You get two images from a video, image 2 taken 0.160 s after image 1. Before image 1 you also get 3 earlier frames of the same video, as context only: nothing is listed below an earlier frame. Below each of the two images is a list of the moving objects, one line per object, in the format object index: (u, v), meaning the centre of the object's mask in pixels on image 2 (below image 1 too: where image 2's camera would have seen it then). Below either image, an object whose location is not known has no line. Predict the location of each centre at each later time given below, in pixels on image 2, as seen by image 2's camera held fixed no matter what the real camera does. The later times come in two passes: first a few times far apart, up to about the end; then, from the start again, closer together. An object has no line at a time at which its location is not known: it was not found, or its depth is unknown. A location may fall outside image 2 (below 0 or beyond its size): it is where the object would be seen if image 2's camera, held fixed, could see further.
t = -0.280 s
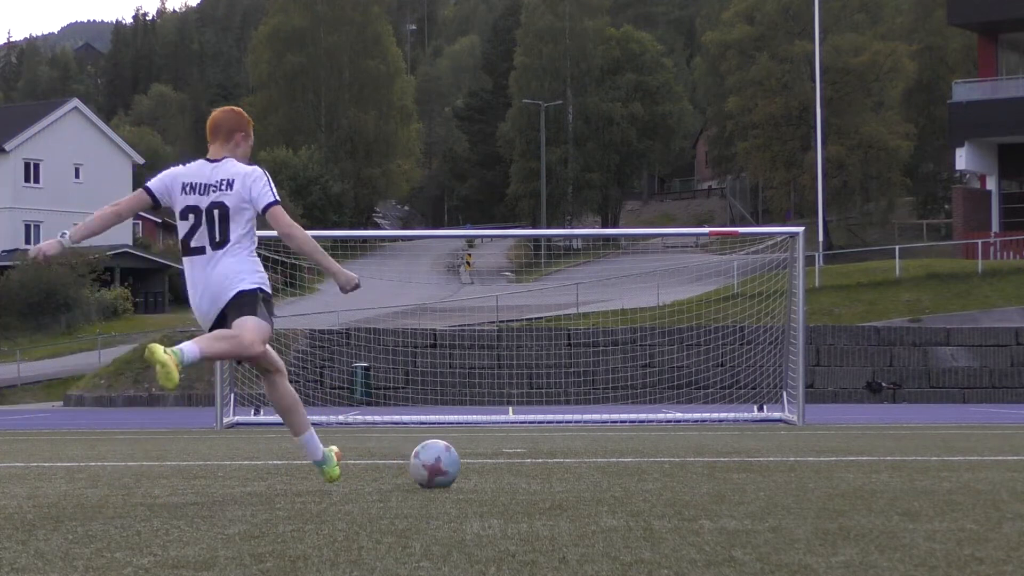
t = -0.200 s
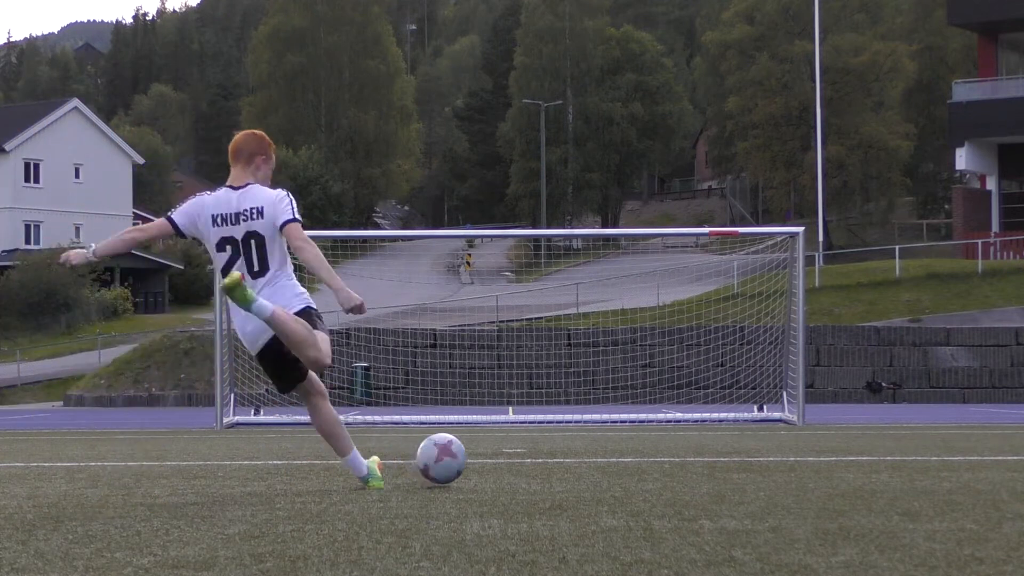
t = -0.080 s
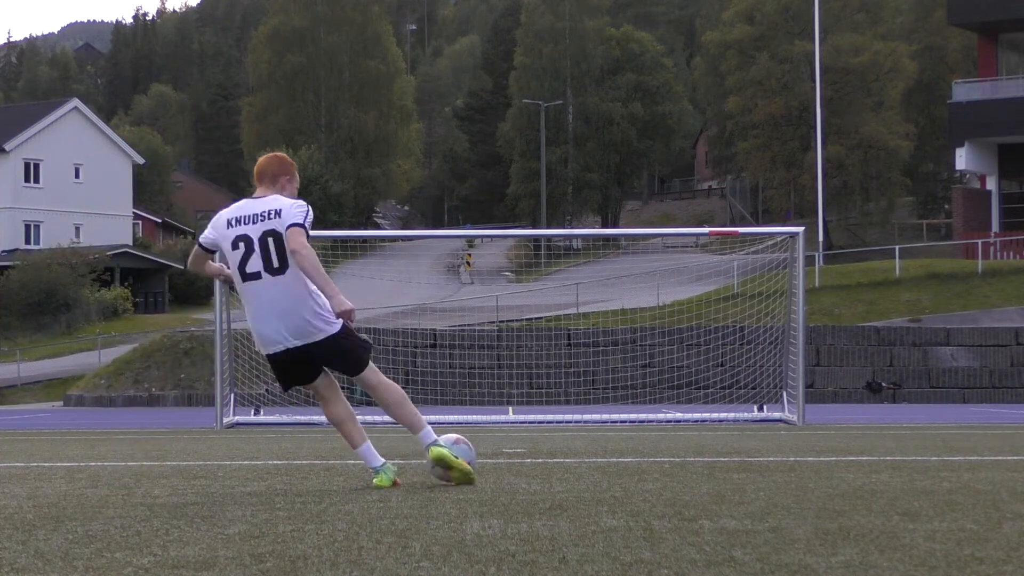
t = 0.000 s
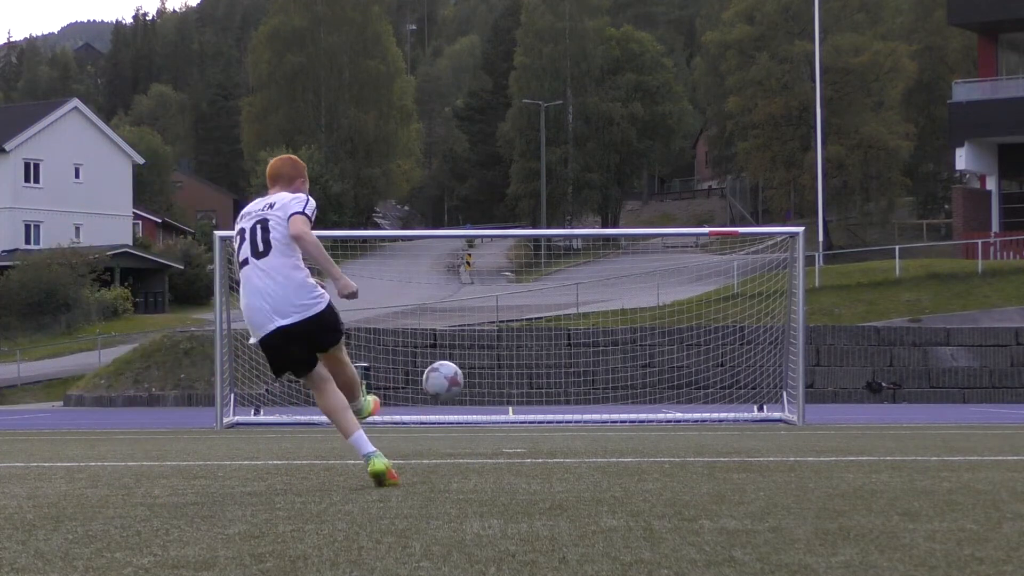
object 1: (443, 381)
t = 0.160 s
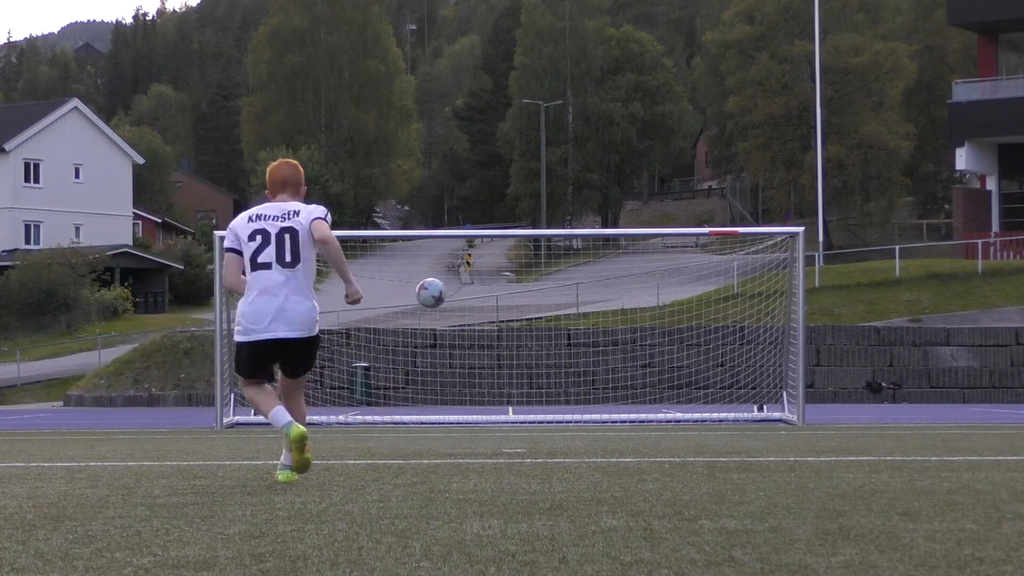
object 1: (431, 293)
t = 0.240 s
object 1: (428, 267)
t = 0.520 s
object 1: (409, 225)
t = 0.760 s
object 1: (395, 193)
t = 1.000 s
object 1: (383, 73)
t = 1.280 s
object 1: (371, 15)
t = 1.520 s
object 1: (362, 17)
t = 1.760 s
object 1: (354, 55)
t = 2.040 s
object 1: (345, 135)
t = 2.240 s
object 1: (339, 212)
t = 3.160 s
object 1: (322, 266)
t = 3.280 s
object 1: (321, 256)
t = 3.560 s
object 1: (318, 258)
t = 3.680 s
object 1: (317, 267)
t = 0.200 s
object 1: (429, 279)
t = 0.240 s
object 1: (428, 267)
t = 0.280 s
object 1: (425, 257)
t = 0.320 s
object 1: (423, 248)
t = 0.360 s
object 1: (420, 241)
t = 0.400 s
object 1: (418, 235)
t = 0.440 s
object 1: (414, 231)
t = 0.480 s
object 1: (411, 227)
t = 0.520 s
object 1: (409, 225)
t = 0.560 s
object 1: (406, 224)
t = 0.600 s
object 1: (403, 223)
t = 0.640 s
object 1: (401, 223)
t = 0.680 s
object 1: (399, 224)
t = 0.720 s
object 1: (397, 221)
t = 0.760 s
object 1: (395, 193)
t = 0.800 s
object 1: (393, 168)
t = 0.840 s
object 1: (391, 145)
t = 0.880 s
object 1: (389, 124)
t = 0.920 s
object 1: (387, 105)
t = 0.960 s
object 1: (385, 88)
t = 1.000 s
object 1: (383, 73)
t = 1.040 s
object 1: (381, 60)
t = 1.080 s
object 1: (379, 49)
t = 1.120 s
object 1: (378, 39)
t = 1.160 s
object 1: (376, 31)
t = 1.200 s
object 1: (374, 25)
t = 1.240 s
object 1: (372, 19)
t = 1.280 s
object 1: (371, 15)
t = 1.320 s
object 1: (369, 13)
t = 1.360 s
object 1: (368, 12)
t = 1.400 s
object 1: (366, 11)
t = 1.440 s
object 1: (365, 12)
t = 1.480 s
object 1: (363, 14)
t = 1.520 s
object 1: (362, 17)
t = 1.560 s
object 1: (360, 21)
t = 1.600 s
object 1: (359, 26)
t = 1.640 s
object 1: (358, 32)
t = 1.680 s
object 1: (357, 39)
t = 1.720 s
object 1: (355, 47)
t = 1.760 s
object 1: (354, 55)
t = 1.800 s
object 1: (353, 64)
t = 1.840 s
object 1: (351, 74)
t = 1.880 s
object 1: (350, 86)
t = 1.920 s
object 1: (349, 97)
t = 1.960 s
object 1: (348, 109)
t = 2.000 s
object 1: (346, 122)
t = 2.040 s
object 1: (345, 135)
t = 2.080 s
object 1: (344, 149)
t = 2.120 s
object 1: (343, 164)
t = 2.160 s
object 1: (342, 180)
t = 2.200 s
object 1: (340, 196)
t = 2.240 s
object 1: (339, 212)
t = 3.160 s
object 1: (322, 266)
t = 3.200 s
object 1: (322, 262)
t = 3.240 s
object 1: (321, 259)
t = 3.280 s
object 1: (321, 256)
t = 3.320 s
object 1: (321, 254)
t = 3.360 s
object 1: (320, 253)
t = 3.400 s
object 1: (320, 253)
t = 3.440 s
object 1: (319, 253)
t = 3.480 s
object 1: (319, 254)
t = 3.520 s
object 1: (319, 255)
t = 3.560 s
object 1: (318, 258)
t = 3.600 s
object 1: (318, 260)
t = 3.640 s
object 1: (318, 263)
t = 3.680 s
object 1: (317, 267)
